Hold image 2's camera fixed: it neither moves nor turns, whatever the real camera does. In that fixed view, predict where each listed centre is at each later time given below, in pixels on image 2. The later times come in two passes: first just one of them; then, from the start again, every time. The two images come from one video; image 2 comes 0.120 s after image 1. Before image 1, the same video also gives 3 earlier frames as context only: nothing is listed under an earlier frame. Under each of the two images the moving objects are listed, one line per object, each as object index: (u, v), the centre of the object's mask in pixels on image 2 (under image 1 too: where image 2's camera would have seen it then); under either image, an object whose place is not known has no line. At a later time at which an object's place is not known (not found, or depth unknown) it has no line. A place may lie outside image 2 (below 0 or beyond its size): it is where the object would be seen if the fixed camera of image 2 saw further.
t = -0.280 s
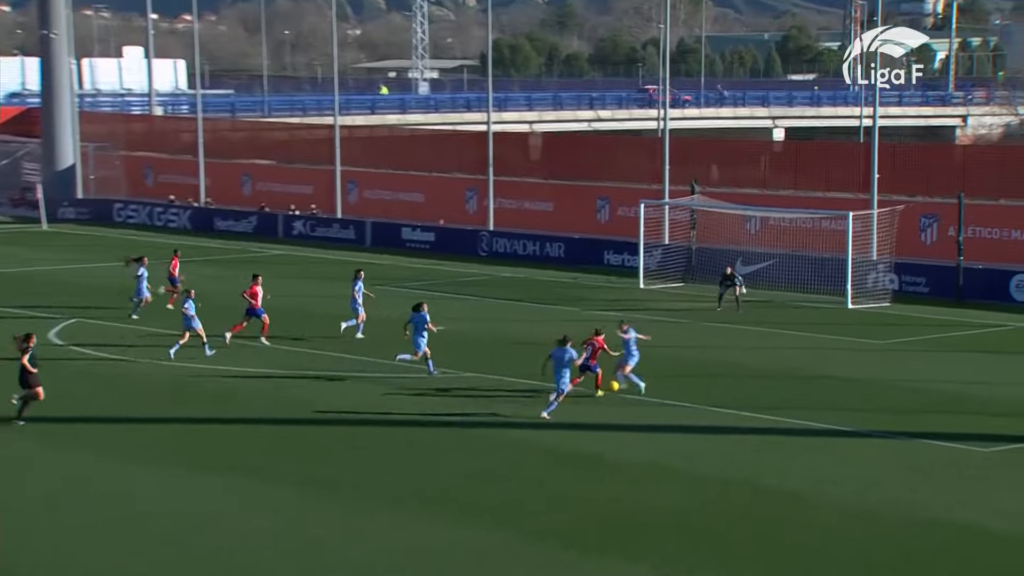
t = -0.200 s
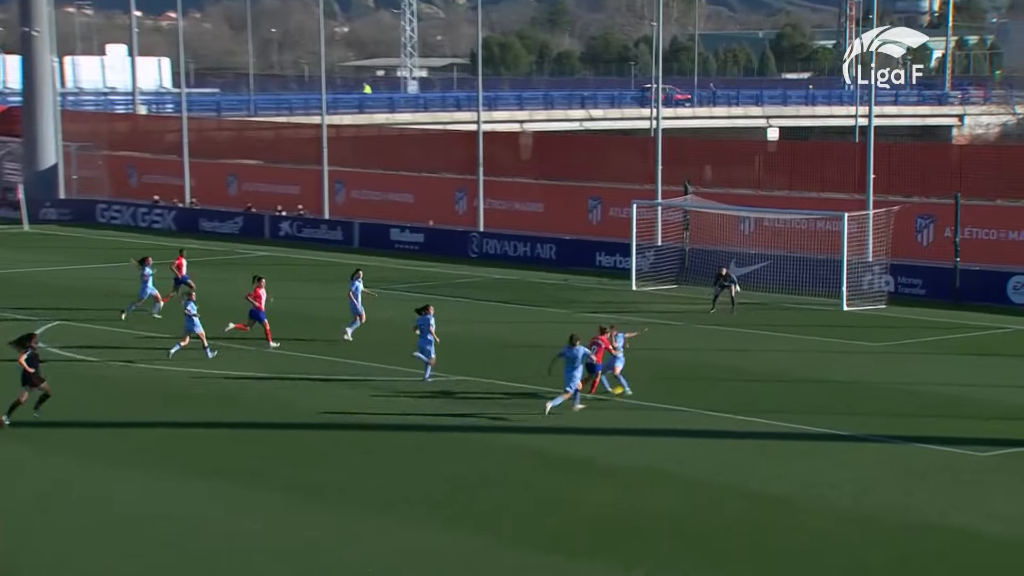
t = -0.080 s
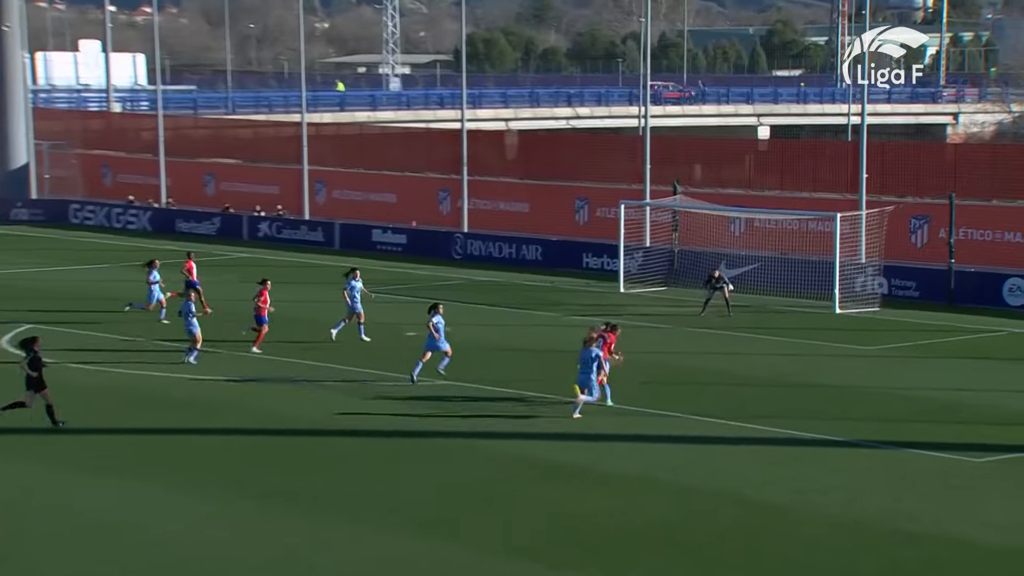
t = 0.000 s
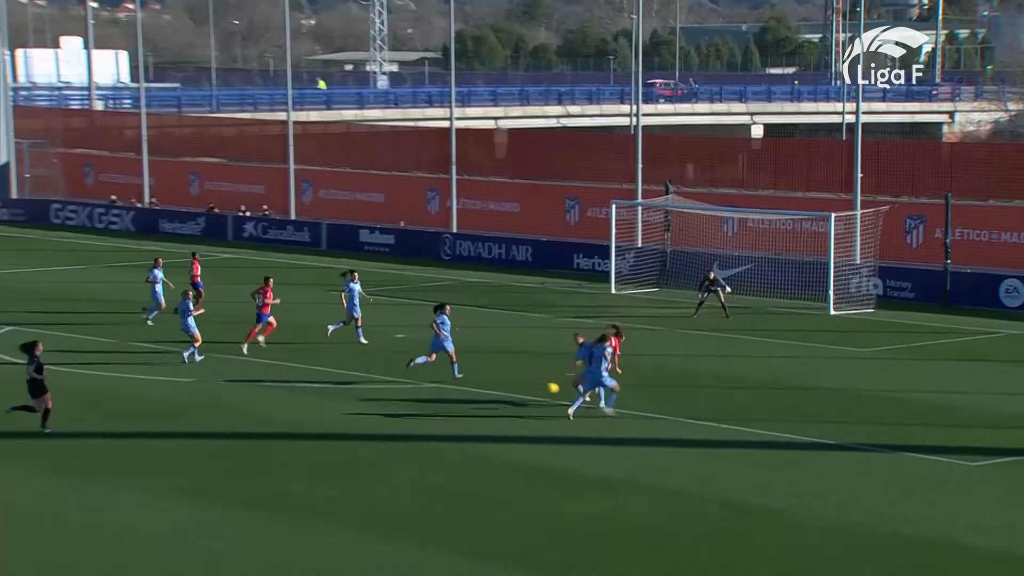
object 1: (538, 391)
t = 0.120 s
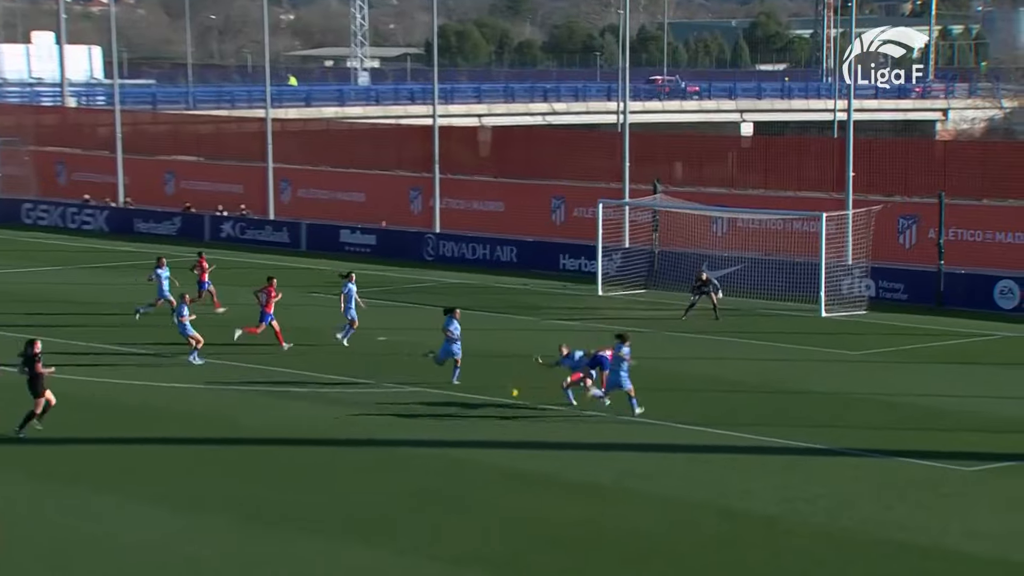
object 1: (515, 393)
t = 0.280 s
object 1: (477, 403)
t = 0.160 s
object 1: (502, 393)
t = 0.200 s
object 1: (494, 396)
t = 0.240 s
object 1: (485, 399)
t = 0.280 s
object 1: (477, 403)
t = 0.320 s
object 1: (468, 408)
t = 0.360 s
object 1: (460, 412)
